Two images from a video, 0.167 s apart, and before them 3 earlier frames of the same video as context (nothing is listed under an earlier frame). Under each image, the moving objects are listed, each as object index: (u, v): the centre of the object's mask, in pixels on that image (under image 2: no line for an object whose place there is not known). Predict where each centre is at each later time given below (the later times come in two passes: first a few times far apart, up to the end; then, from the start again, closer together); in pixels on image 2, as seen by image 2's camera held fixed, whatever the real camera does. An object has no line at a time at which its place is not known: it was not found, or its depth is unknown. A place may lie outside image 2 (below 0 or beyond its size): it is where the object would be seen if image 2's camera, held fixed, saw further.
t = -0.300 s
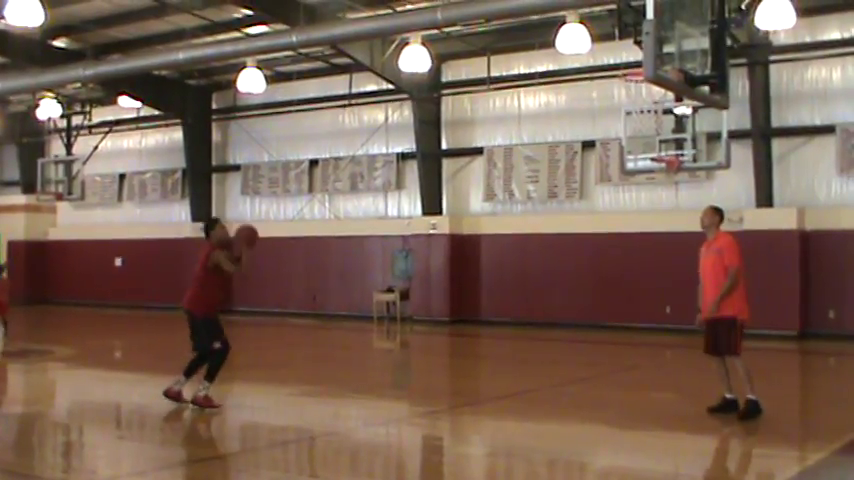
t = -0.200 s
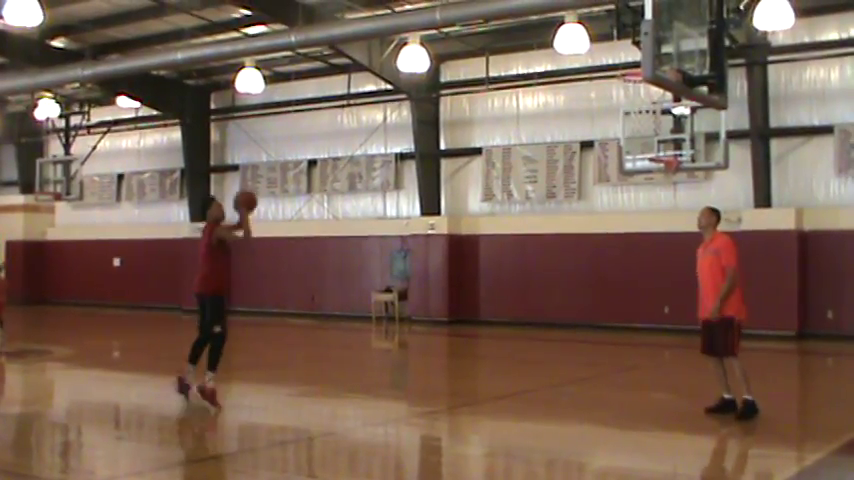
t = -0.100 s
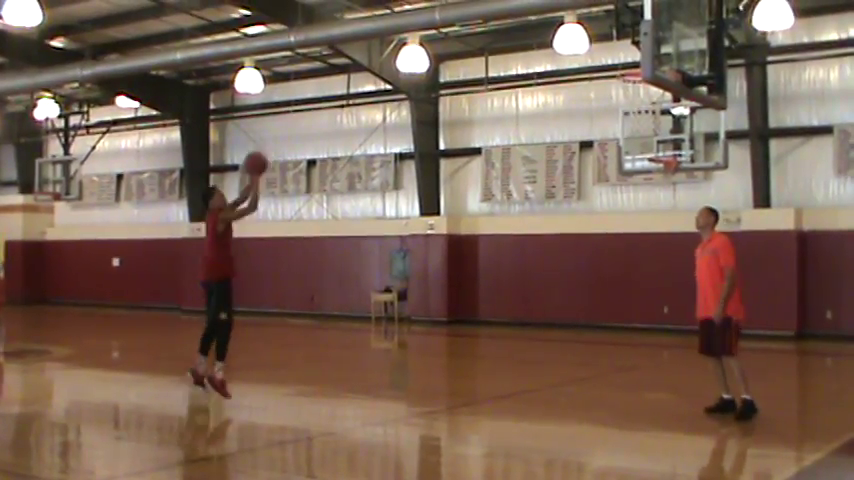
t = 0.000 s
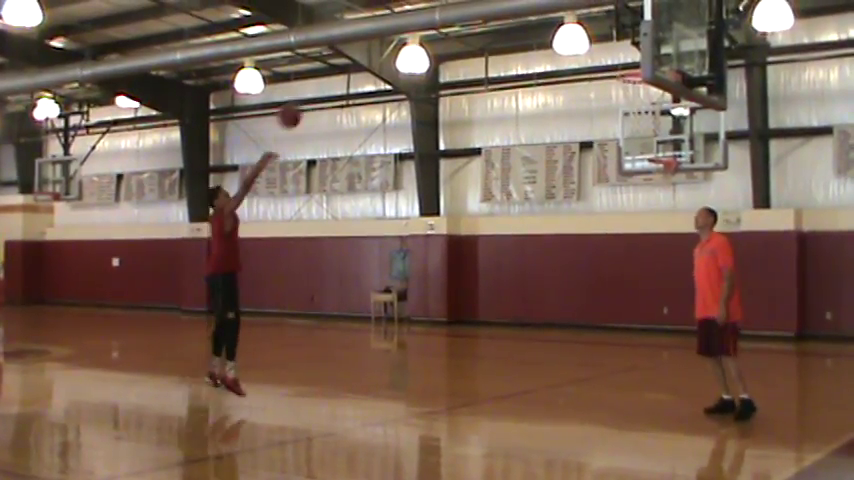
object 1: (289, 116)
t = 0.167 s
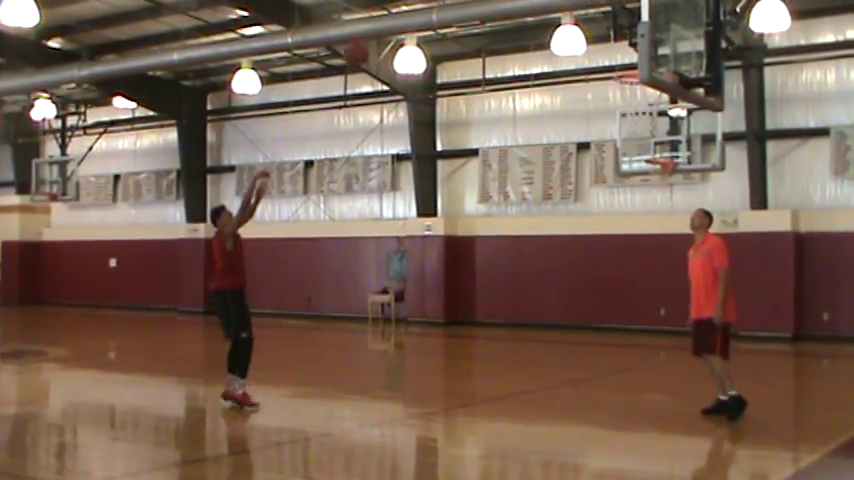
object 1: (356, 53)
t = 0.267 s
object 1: (397, 28)
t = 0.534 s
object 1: (514, 13)
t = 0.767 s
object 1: (619, 60)
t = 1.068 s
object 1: (654, 138)
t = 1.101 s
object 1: (652, 148)
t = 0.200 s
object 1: (373, 45)
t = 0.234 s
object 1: (384, 37)
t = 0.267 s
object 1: (397, 28)
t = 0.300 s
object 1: (413, 24)
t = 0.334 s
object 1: (428, 18)
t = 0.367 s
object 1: (441, 15)
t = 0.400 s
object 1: (455, 11)
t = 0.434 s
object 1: (470, 9)
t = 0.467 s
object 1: (485, 10)
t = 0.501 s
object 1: (500, 10)
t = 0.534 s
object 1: (514, 13)
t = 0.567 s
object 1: (527, 16)
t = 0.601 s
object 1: (545, 20)
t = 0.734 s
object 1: (603, 49)
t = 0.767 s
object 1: (619, 60)
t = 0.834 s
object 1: (645, 91)
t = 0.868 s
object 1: (661, 100)
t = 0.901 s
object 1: (661, 105)
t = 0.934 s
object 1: (662, 109)
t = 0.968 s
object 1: (659, 116)
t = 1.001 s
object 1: (660, 121)
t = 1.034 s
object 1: (656, 125)
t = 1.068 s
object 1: (654, 138)
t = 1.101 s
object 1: (652, 148)
